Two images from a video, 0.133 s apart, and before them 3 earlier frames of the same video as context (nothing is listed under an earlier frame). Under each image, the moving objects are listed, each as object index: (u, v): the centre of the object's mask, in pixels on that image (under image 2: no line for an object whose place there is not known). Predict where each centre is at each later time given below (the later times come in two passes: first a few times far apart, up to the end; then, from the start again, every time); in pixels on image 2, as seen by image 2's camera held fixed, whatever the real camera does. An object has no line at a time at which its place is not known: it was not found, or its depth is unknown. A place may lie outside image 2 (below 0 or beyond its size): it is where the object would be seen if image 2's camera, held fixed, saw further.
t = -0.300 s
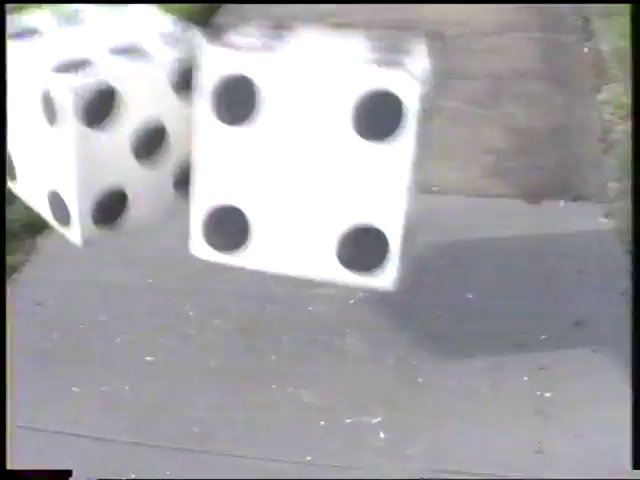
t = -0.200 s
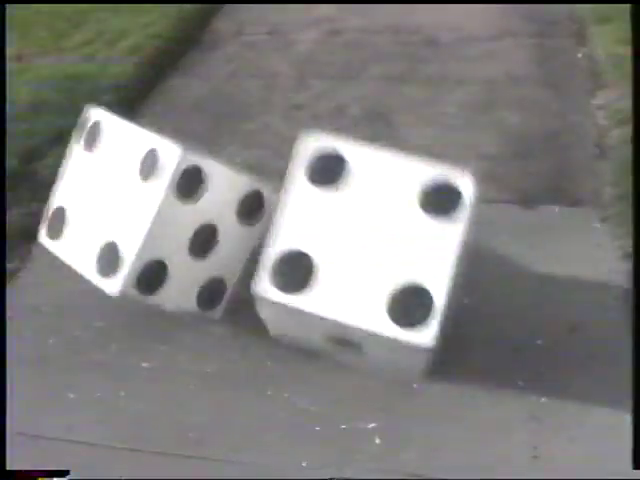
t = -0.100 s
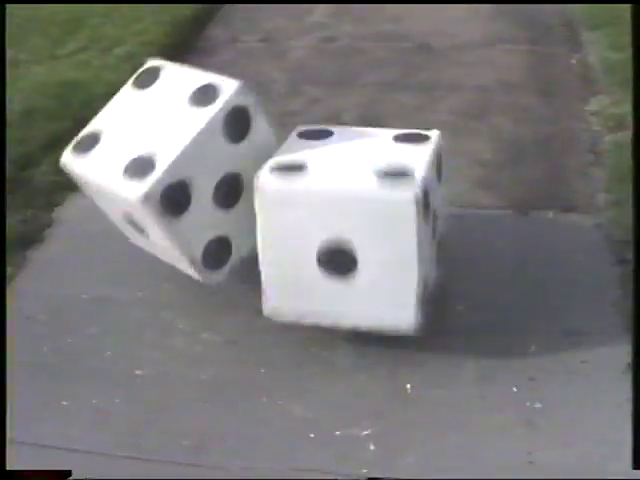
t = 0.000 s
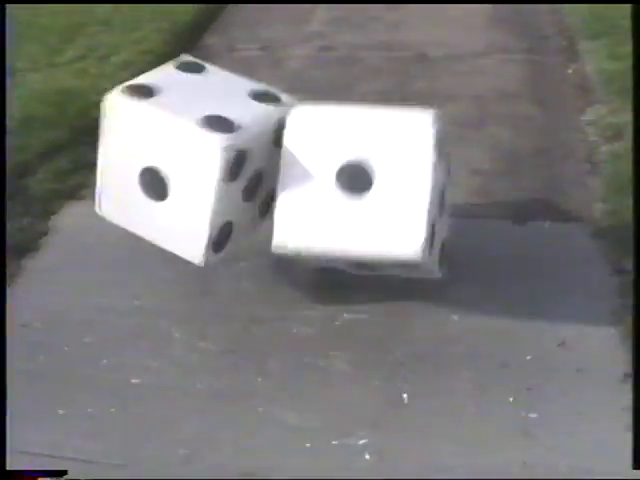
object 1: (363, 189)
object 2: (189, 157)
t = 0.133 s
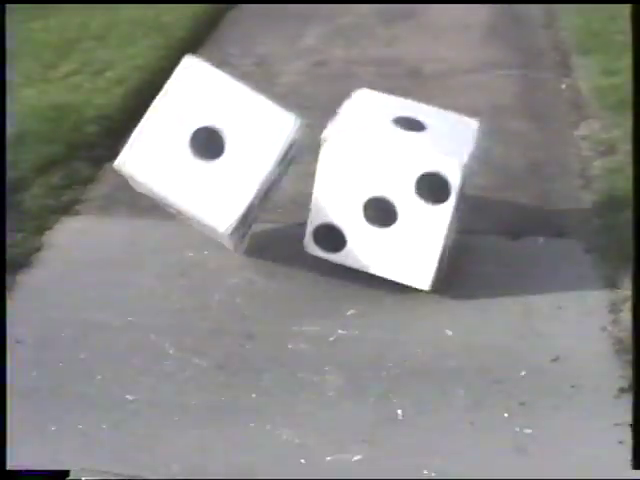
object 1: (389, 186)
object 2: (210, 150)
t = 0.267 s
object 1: (391, 161)
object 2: (227, 149)
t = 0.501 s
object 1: (403, 144)
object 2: (234, 128)
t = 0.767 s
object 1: (419, 142)
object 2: (212, 118)
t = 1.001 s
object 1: (412, 138)
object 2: (220, 116)
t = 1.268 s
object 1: (415, 140)
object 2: (231, 115)
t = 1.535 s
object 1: (415, 140)
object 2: (225, 120)
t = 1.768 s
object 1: (415, 140)
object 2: (223, 119)
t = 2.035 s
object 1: (415, 141)
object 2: (224, 120)
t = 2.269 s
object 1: (415, 140)
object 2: (224, 120)
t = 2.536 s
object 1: (415, 140)
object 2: (224, 120)
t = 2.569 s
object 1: (415, 140)
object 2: (224, 120)
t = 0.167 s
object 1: (394, 186)
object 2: (215, 147)
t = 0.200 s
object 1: (392, 176)
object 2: (220, 148)
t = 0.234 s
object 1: (392, 168)
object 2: (224, 150)
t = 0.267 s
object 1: (391, 161)
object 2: (227, 149)
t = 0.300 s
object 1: (391, 156)
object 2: (234, 154)
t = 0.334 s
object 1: (391, 151)
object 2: (233, 154)
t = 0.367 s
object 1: (393, 146)
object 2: (231, 146)
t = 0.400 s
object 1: (395, 145)
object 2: (233, 139)
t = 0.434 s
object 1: (397, 144)
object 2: (234, 136)
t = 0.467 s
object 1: (399, 144)
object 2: (235, 134)
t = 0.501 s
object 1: (403, 144)
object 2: (234, 128)
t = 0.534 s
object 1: (408, 144)
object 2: (234, 122)
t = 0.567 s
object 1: (412, 144)
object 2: (232, 119)
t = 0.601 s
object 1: (416, 143)
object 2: (231, 122)
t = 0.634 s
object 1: (418, 143)
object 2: (226, 122)
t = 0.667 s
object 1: (420, 145)
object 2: (221, 124)
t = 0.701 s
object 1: (422, 147)
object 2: (217, 123)
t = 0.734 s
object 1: (421, 147)
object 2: (214, 120)
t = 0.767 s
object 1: (419, 142)
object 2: (212, 118)
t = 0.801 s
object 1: (416, 137)
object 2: (210, 117)
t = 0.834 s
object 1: (414, 134)
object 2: (210, 117)
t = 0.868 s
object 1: (412, 132)
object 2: (211, 118)
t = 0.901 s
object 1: (412, 131)
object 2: (213, 120)
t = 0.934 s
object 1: (412, 132)
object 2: (214, 123)
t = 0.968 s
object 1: (412, 134)
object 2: (217, 121)
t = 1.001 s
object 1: (412, 138)
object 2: (220, 116)
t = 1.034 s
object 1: (413, 142)
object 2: (224, 115)
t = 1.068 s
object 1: (414, 140)
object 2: (228, 113)
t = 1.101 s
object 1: (415, 140)
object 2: (231, 112)
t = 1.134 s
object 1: (414, 141)
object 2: (232, 112)
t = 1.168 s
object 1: (414, 141)
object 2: (233, 112)
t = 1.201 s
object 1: (414, 141)
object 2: (234, 113)
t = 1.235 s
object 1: (415, 140)
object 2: (233, 114)
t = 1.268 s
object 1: (415, 140)
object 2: (231, 115)
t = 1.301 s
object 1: (415, 140)
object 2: (228, 118)
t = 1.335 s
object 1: (415, 140)
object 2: (226, 120)
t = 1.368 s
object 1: (415, 140)
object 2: (224, 117)
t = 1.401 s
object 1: (415, 140)
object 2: (222, 117)
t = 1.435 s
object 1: (415, 140)
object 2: (222, 117)
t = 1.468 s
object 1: (415, 140)
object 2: (222, 118)
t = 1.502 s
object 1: (415, 140)
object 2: (223, 119)
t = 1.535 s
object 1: (415, 140)
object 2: (225, 120)
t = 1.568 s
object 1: (415, 140)
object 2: (226, 118)
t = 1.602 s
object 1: (415, 140)
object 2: (226, 119)
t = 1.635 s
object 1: (415, 140)
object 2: (225, 119)
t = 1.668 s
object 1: (415, 140)
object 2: (224, 120)
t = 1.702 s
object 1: (415, 140)
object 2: (223, 119)
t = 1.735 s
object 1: (415, 140)
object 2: (223, 119)
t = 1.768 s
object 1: (415, 140)
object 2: (223, 119)
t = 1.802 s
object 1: (415, 140)
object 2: (224, 120)
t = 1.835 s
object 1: (415, 140)
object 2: (225, 119)
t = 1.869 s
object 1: (415, 140)
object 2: (224, 120)
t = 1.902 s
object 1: (415, 140)
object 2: (224, 120)
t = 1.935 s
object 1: (415, 140)
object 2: (224, 119)
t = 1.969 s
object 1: (415, 141)
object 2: (224, 120)
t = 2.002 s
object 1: (415, 140)
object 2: (224, 120)
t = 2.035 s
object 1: (415, 141)
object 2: (224, 120)
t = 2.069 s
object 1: (415, 140)
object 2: (224, 120)
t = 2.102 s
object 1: (415, 140)
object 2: (224, 120)
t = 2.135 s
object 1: (415, 140)
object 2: (224, 120)
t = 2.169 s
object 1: (415, 140)
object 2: (224, 120)
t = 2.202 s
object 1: (415, 140)
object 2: (224, 120)
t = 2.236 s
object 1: (415, 140)
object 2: (224, 120)
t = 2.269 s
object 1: (415, 140)
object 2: (224, 120)
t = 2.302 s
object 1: (415, 140)
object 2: (224, 120)
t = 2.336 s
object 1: (415, 140)
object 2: (224, 120)
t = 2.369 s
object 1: (415, 141)
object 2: (224, 120)
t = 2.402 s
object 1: (415, 140)
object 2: (224, 120)
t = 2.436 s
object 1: (415, 141)
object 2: (224, 120)
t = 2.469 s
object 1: (415, 141)
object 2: (224, 120)
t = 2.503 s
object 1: (415, 141)
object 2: (224, 120)
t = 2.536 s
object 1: (415, 140)
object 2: (224, 120)
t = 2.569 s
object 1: (415, 140)
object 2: (224, 120)
